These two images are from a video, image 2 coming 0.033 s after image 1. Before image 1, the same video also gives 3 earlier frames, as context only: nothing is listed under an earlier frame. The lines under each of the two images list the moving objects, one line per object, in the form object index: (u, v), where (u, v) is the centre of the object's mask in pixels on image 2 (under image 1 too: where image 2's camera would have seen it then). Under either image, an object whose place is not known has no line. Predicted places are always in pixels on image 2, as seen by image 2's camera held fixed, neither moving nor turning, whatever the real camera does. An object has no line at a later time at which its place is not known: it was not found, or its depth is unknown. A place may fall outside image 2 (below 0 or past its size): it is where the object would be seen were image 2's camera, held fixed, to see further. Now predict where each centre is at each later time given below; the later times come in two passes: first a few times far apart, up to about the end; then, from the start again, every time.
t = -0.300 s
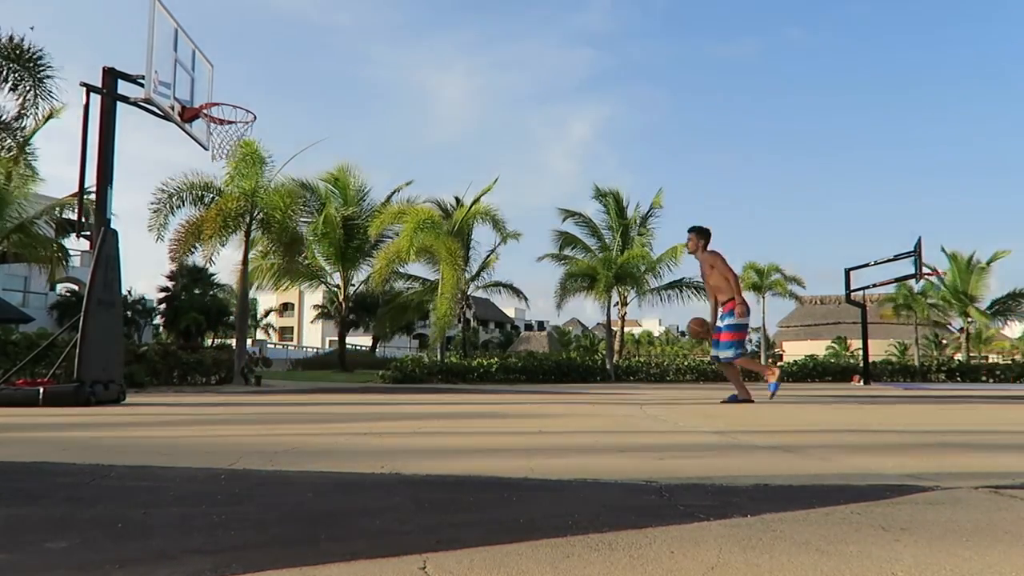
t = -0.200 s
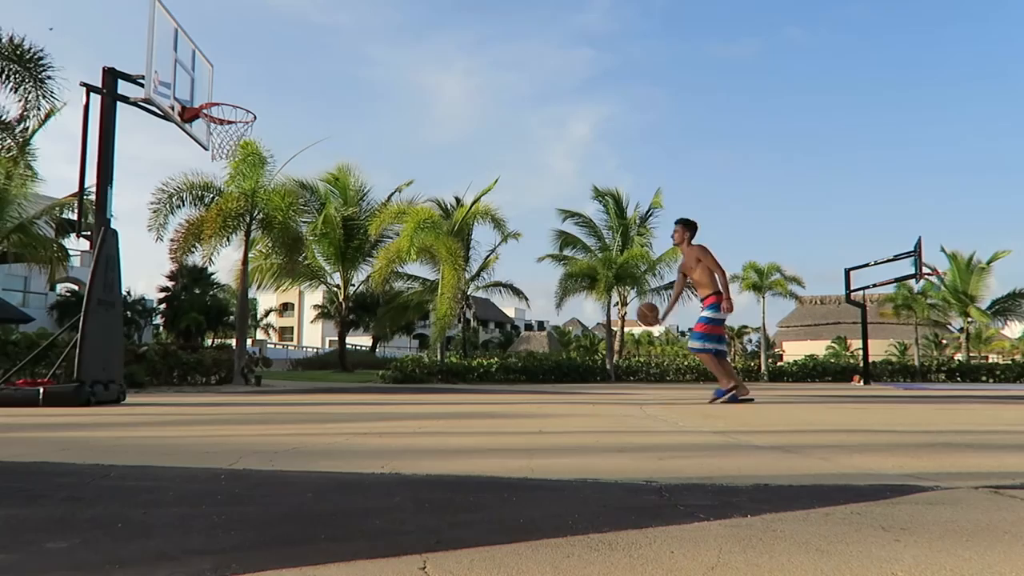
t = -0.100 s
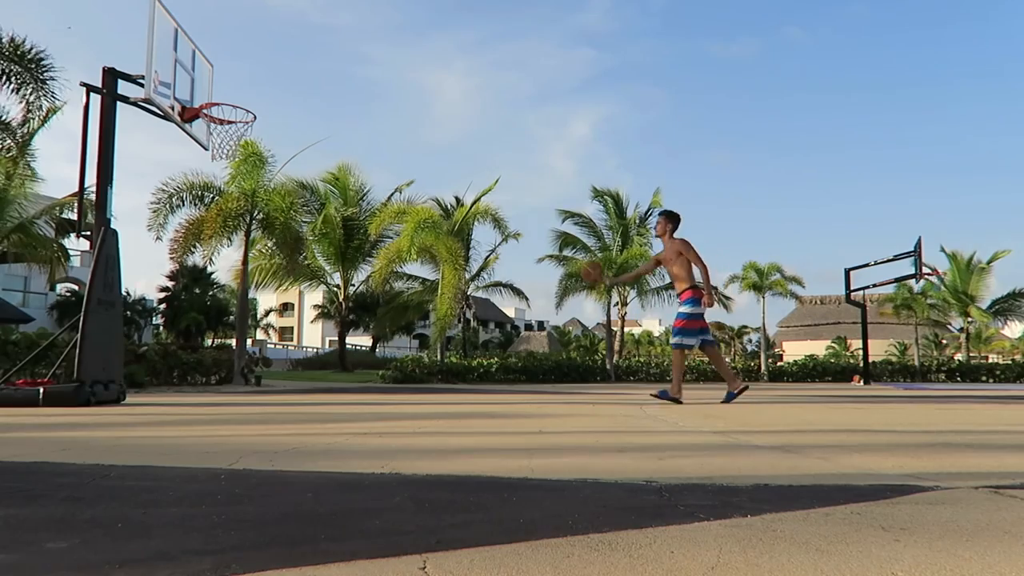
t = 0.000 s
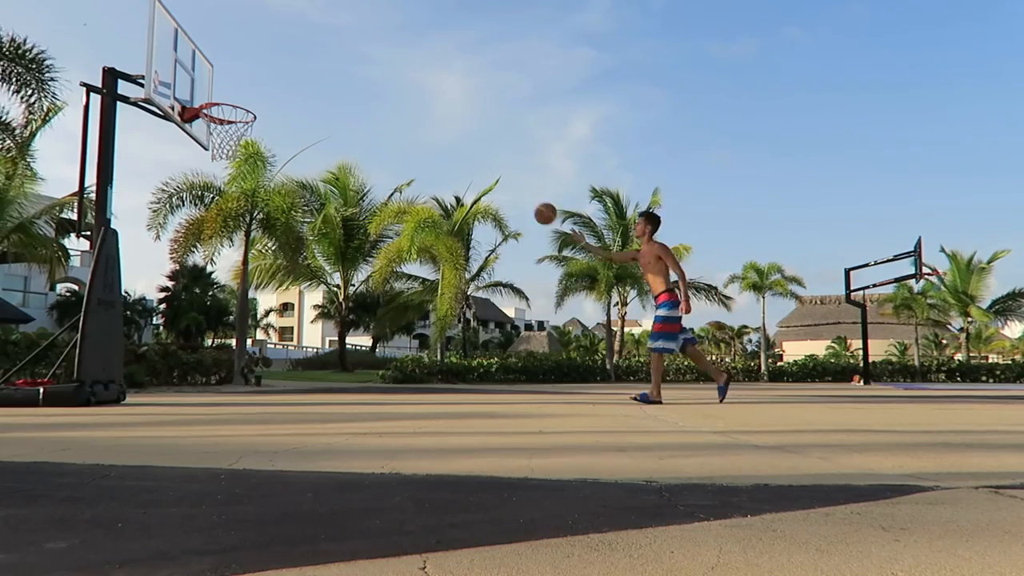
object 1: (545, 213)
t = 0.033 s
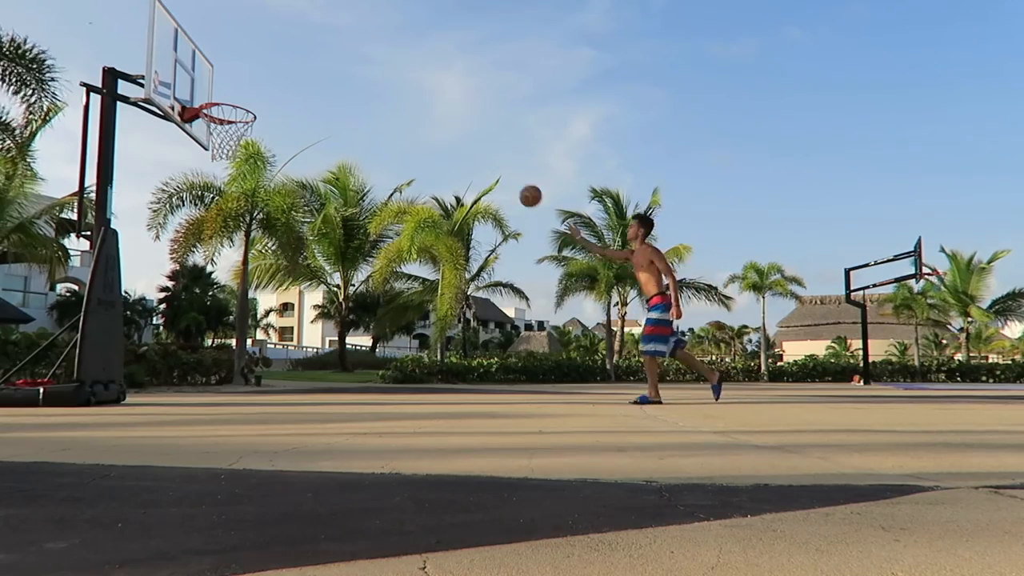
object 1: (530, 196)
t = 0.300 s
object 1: (409, 95)
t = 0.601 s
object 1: (268, 65)
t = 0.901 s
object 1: (255, 102)
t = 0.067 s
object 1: (515, 179)
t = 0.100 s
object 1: (500, 164)
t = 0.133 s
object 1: (485, 149)
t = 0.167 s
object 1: (470, 136)
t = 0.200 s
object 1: (455, 124)
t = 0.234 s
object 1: (440, 113)
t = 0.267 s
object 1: (425, 103)
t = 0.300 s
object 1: (409, 95)
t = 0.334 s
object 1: (394, 87)
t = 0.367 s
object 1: (379, 80)
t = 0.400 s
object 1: (363, 75)
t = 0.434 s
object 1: (347, 71)
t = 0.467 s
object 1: (332, 67)
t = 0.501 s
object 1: (316, 65)
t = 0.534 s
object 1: (300, 64)
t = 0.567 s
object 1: (284, 64)
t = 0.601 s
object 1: (268, 65)
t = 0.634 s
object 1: (252, 68)
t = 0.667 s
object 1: (235, 71)
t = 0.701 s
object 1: (219, 76)
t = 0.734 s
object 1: (203, 82)
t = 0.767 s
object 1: (209, 84)
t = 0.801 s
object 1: (220, 87)
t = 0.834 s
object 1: (232, 91)
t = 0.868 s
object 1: (243, 96)
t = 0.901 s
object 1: (255, 102)
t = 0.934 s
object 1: (267, 109)
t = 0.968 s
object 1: (278, 118)
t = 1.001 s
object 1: (289, 128)
